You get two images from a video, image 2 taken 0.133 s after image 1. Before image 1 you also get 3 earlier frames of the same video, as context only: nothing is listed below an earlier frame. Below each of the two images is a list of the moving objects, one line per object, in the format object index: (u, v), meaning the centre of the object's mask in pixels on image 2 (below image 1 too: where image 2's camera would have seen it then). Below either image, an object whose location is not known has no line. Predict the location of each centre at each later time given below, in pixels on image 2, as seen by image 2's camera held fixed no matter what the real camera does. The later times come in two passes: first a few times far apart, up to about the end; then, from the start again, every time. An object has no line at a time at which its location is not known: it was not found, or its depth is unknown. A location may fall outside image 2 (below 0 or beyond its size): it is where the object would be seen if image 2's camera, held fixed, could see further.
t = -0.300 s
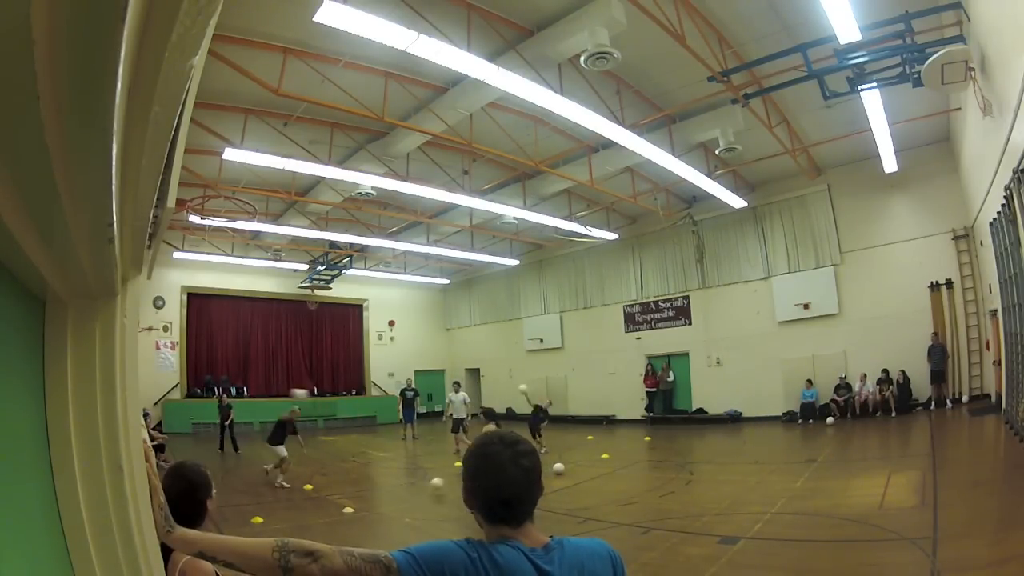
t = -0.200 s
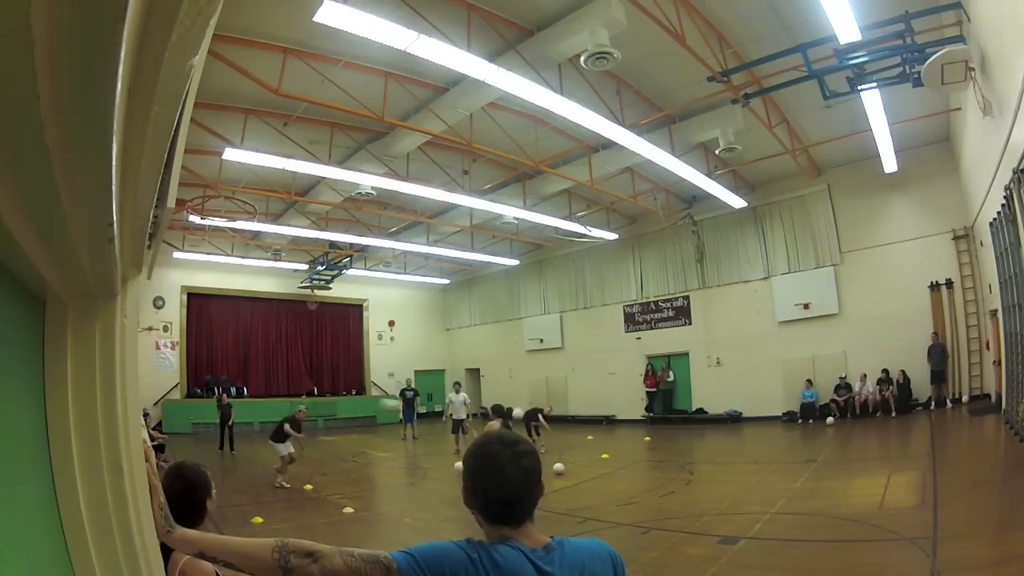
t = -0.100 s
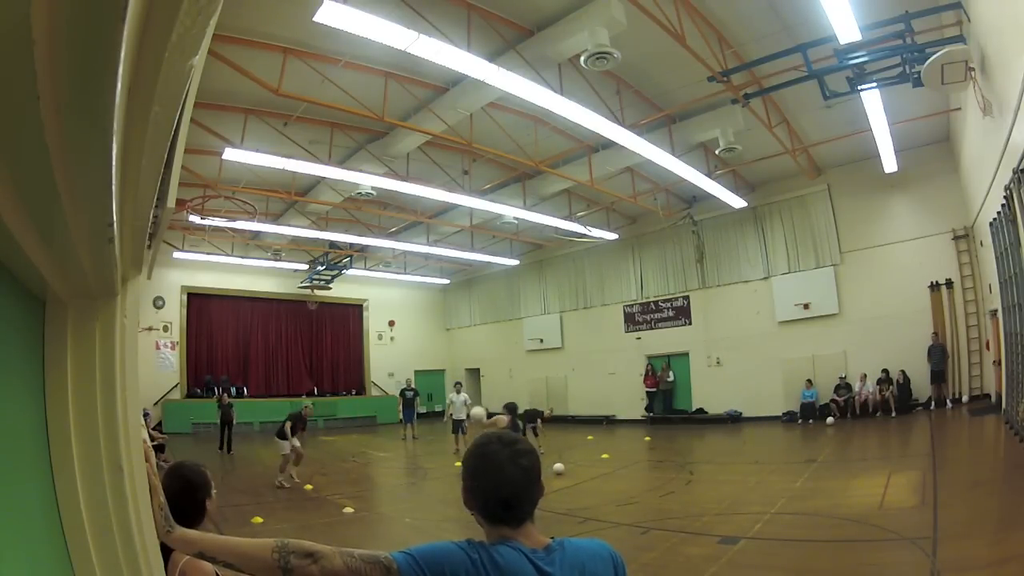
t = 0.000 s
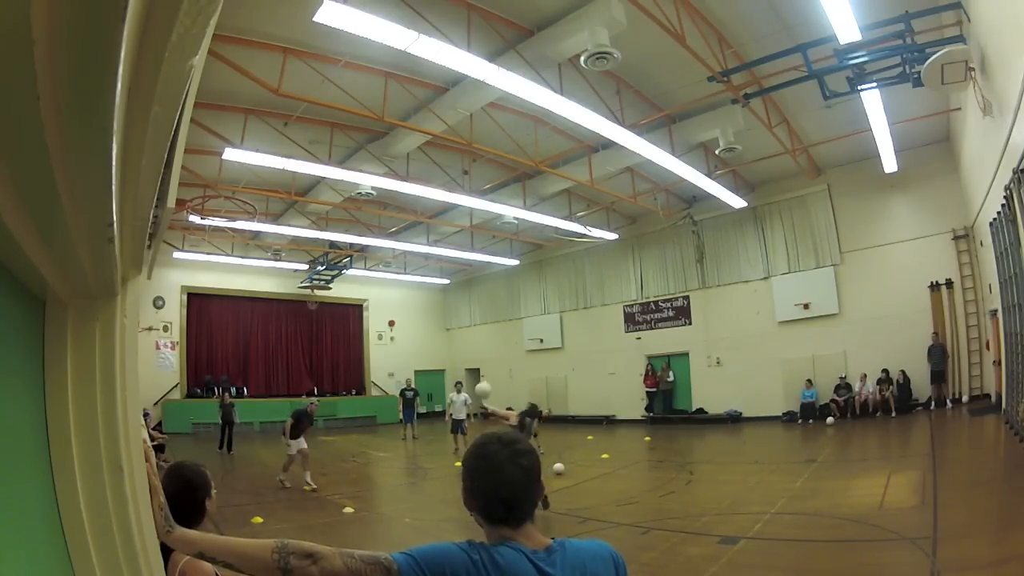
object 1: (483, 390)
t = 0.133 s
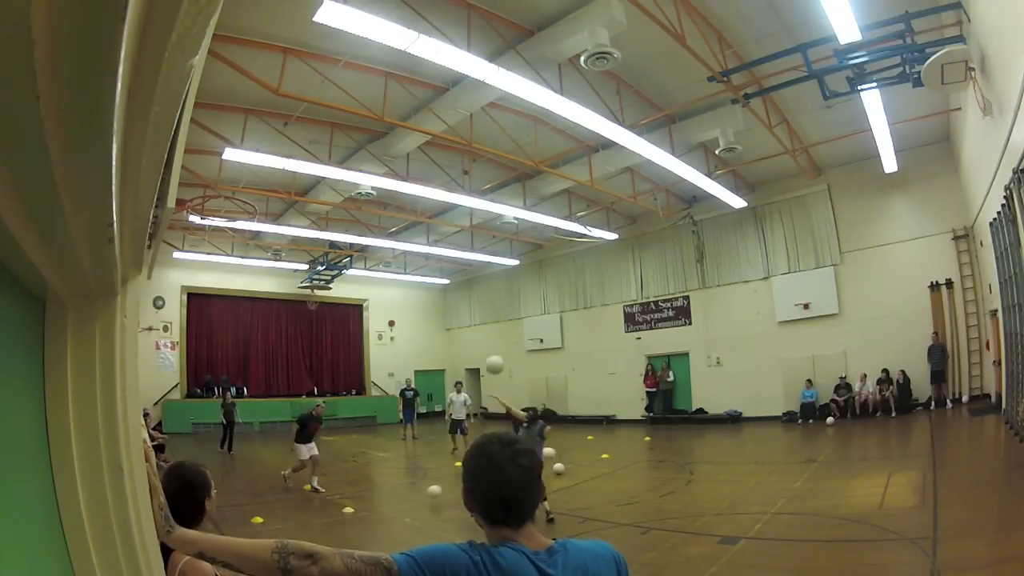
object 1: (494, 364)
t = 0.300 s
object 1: (517, 348)
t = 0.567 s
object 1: (588, 383)
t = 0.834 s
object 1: (732, 567)
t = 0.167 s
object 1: (498, 360)
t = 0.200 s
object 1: (502, 355)
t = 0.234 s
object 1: (507, 352)
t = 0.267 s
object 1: (512, 350)
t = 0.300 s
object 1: (517, 348)
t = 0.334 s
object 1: (524, 347)
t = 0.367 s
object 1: (530, 348)
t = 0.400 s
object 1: (538, 350)
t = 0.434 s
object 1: (546, 353)
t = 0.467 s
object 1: (555, 358)
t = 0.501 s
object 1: (565, 364)
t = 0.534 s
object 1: (576, 373)
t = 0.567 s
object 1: (588, 383)
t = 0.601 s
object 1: (602, 397)
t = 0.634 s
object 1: (617, 412)
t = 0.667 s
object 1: (634, 432)
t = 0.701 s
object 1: (653, 455)
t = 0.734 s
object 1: (671, 481)
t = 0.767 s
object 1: (691, 509)
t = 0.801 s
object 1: (712, 540)
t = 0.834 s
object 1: (732, 567)
